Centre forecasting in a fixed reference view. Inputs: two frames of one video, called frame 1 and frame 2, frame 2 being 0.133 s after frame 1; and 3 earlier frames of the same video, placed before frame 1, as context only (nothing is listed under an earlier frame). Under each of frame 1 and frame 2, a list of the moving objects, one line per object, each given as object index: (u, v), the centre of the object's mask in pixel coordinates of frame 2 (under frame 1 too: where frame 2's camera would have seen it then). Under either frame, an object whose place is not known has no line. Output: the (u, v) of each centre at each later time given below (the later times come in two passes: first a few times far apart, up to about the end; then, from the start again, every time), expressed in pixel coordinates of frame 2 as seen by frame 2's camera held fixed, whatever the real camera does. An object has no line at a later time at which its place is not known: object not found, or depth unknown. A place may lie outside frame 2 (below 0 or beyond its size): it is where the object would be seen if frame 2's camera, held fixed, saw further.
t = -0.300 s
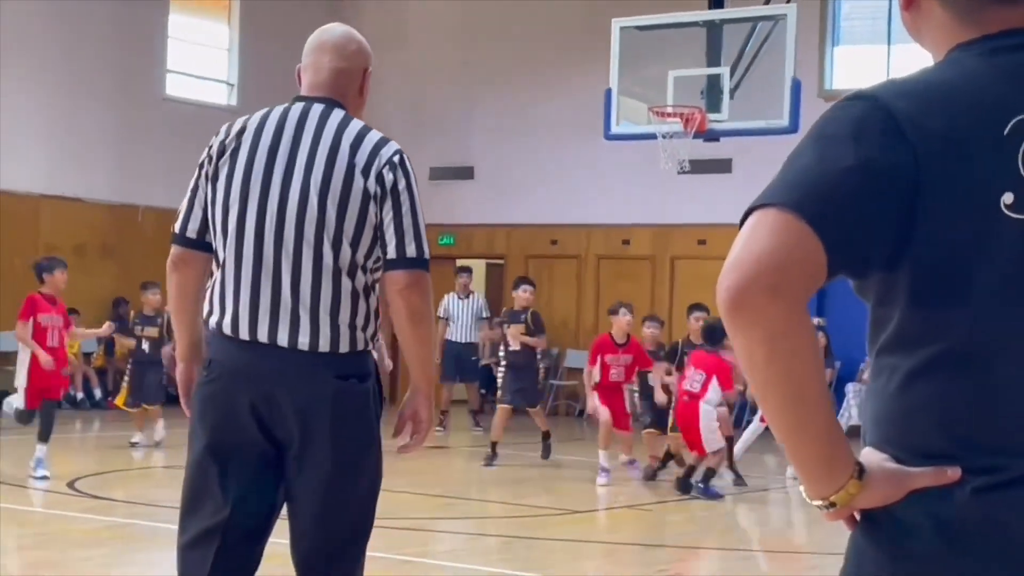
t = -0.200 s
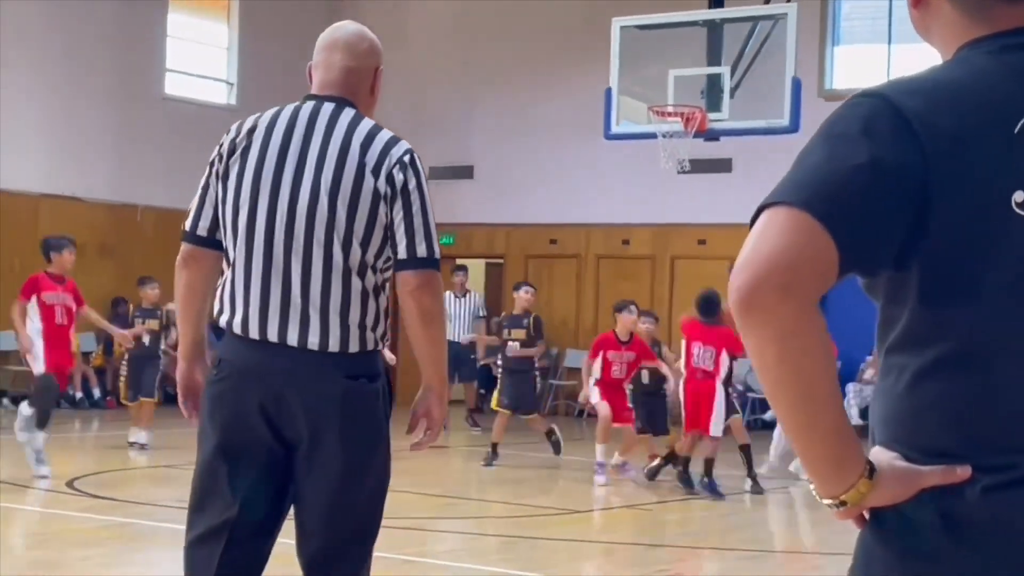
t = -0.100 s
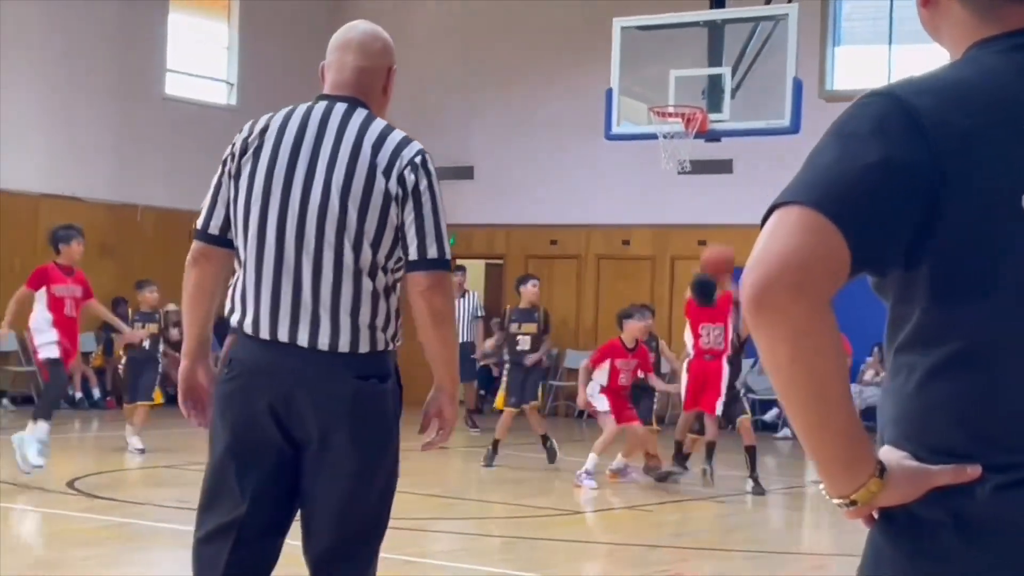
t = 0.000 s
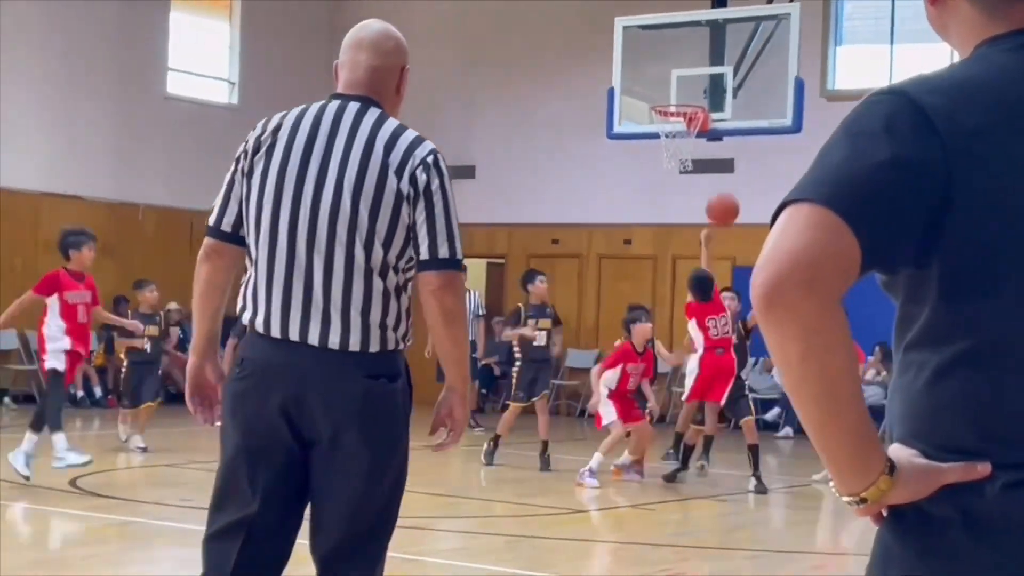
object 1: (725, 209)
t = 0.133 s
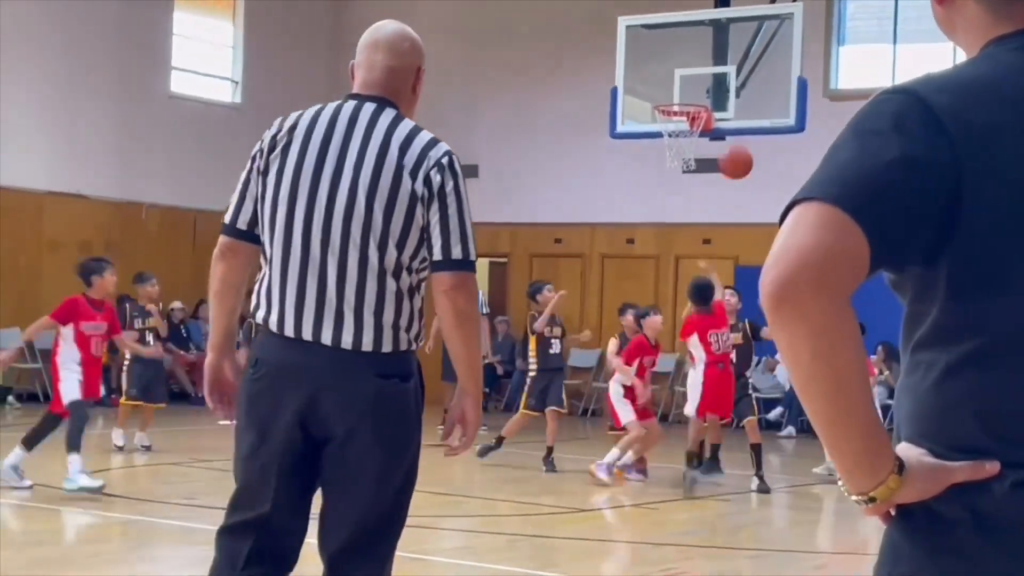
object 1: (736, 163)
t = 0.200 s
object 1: (741, 149)
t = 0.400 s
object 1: (753, 144)
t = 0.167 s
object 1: (739, 155)
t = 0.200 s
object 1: (741, 149)
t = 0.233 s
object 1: (743, 144)
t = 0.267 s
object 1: (746, 142)
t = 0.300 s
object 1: (748, 140)
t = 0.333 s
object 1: (749, 140)
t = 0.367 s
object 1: (752, 141)
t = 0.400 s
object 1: (753, 144)
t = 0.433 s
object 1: (756, 149)
